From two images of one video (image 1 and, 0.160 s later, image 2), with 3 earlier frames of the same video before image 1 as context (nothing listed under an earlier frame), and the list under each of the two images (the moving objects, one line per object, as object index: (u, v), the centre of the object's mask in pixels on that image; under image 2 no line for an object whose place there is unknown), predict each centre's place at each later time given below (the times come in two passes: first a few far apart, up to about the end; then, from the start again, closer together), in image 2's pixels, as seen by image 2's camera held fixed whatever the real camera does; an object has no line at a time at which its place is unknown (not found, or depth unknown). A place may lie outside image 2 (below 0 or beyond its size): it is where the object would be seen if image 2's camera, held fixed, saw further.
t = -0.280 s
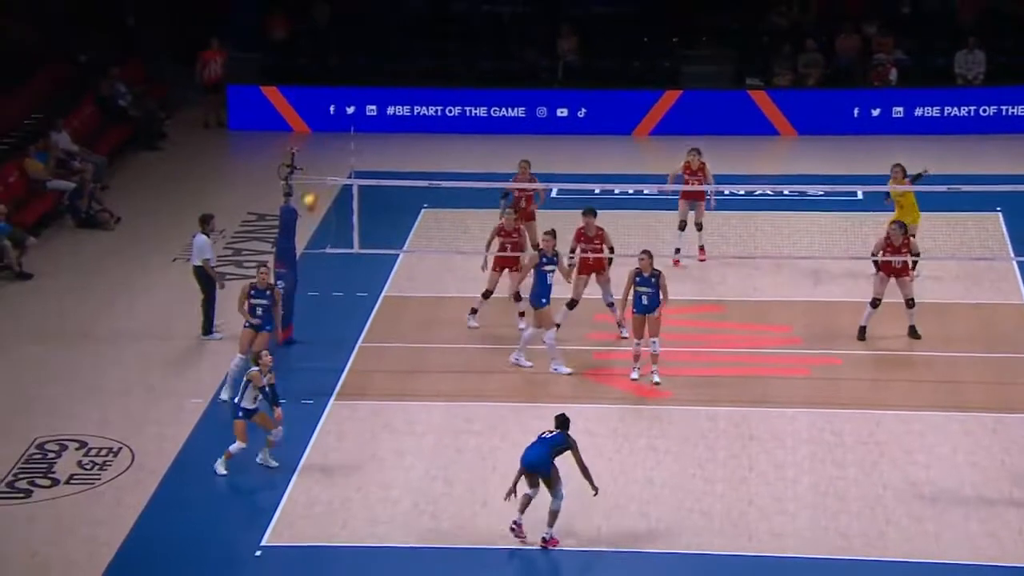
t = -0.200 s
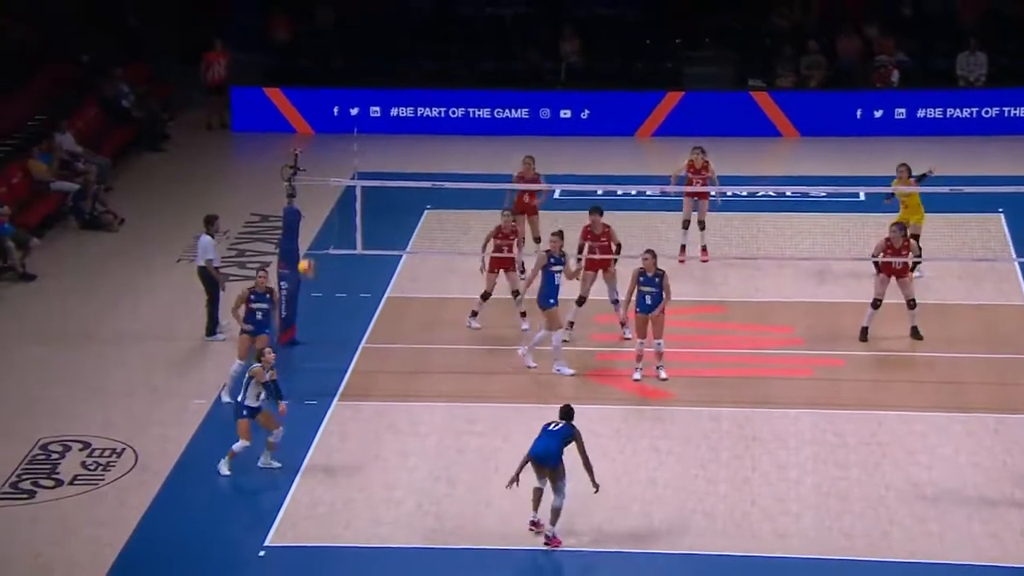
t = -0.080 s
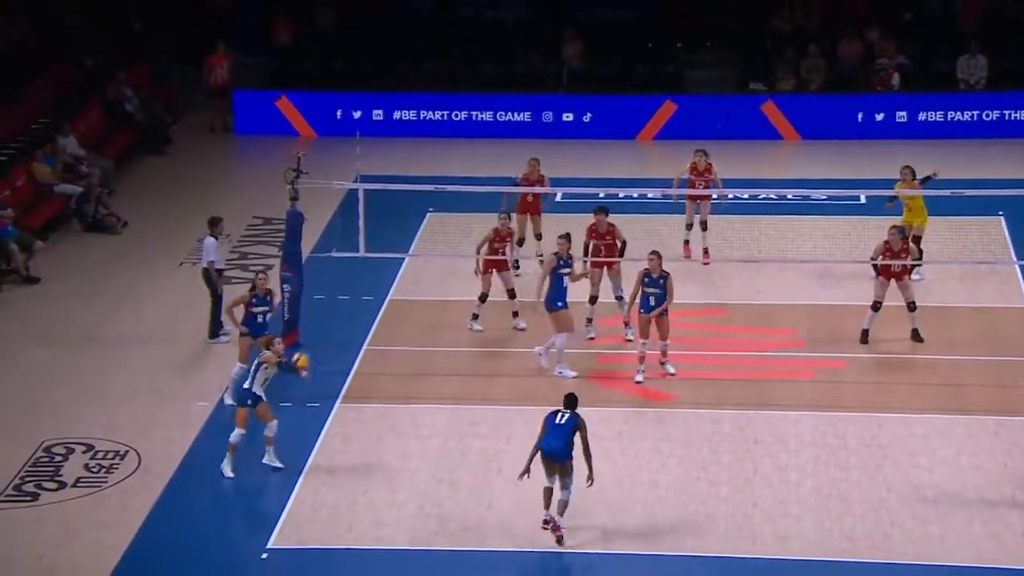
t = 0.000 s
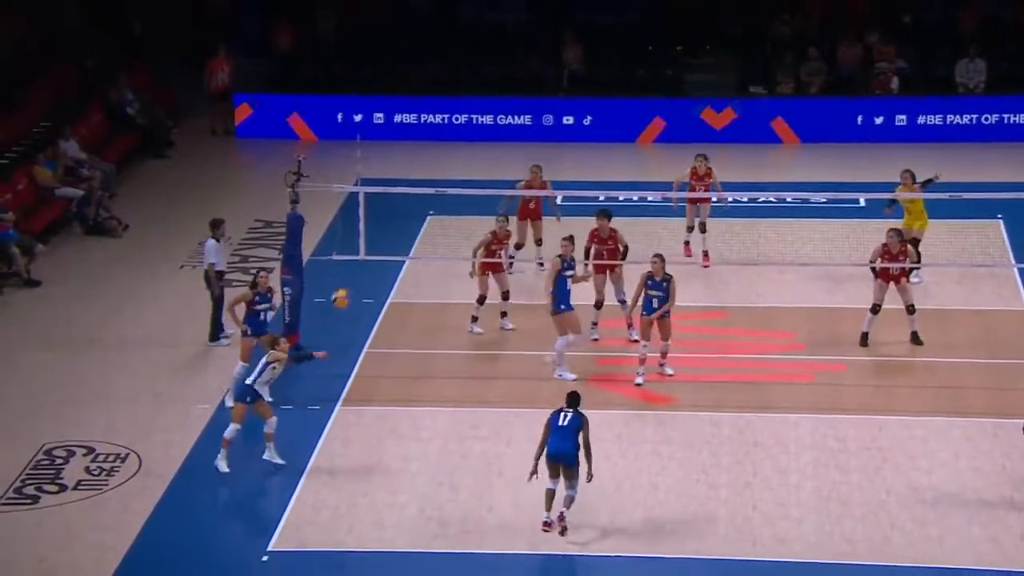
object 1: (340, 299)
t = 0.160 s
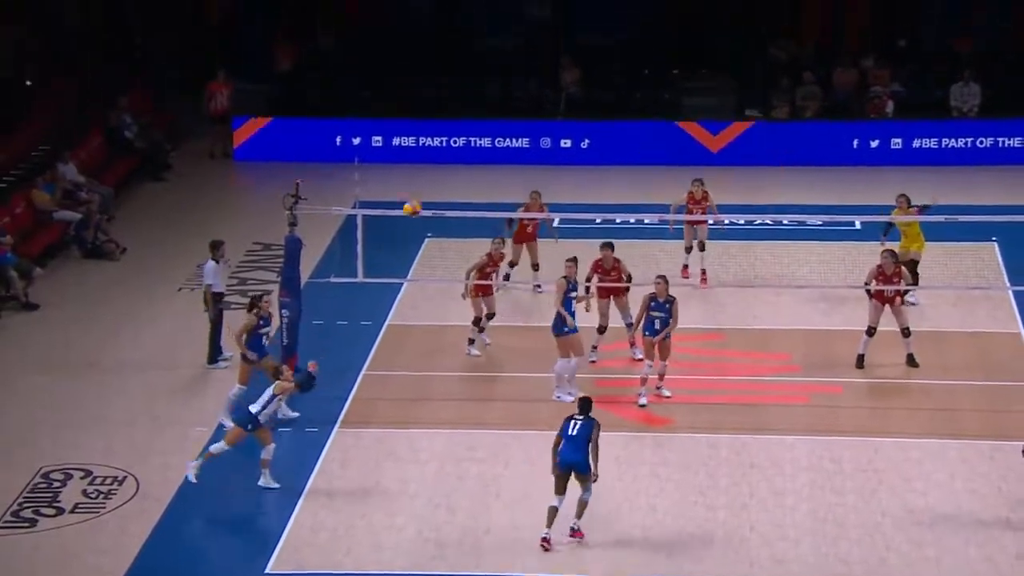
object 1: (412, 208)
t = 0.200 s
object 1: (429, 184)
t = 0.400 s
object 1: (518, 89)
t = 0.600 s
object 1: (602, 27)
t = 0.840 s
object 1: (697, 0)
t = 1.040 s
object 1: (772, 15)
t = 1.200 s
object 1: (828, 50)
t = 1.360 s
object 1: (884, 104)
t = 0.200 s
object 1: (429, 184)
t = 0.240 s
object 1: (448, 162)
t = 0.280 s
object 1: (467, 141)
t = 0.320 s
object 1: (484, 121)
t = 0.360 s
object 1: (501, 105)
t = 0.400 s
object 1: (518, 89)
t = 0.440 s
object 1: (535, 74)
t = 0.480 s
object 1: (552, 60)
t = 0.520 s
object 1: (568, 48)
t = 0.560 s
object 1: (585, 37)
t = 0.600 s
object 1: (602, 27)
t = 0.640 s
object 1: (618, 19)
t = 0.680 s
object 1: (634, 12)
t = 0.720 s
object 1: (650, 8)
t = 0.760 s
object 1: (666, 4)
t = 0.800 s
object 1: (682, 1)
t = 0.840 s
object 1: (697, 0)
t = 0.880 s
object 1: (713, 0)
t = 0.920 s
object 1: (729, 2)
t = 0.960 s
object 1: (743, 5)
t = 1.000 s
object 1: (758, 9)
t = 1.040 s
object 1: (772, 15)
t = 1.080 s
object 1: (786, 21)
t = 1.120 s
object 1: (800, 29)
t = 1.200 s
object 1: (828, 50)
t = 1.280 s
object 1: (857, 74)
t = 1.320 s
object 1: (870, 88)
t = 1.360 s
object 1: (884, 104)
